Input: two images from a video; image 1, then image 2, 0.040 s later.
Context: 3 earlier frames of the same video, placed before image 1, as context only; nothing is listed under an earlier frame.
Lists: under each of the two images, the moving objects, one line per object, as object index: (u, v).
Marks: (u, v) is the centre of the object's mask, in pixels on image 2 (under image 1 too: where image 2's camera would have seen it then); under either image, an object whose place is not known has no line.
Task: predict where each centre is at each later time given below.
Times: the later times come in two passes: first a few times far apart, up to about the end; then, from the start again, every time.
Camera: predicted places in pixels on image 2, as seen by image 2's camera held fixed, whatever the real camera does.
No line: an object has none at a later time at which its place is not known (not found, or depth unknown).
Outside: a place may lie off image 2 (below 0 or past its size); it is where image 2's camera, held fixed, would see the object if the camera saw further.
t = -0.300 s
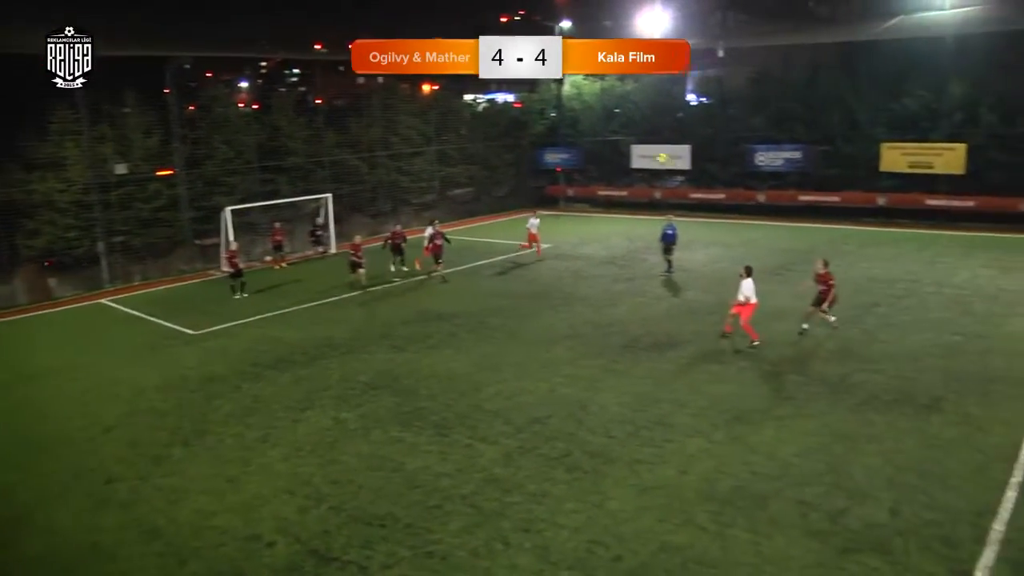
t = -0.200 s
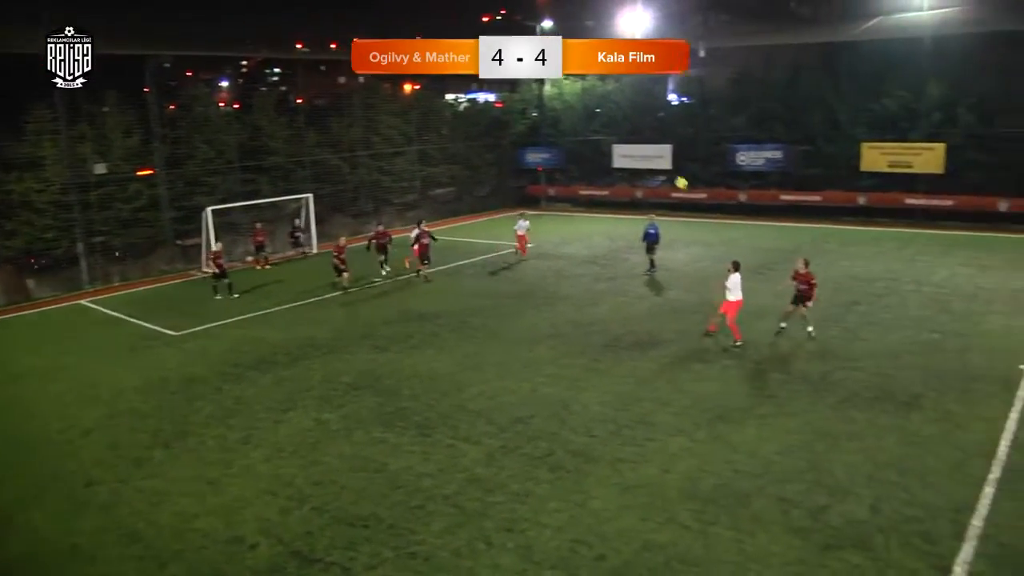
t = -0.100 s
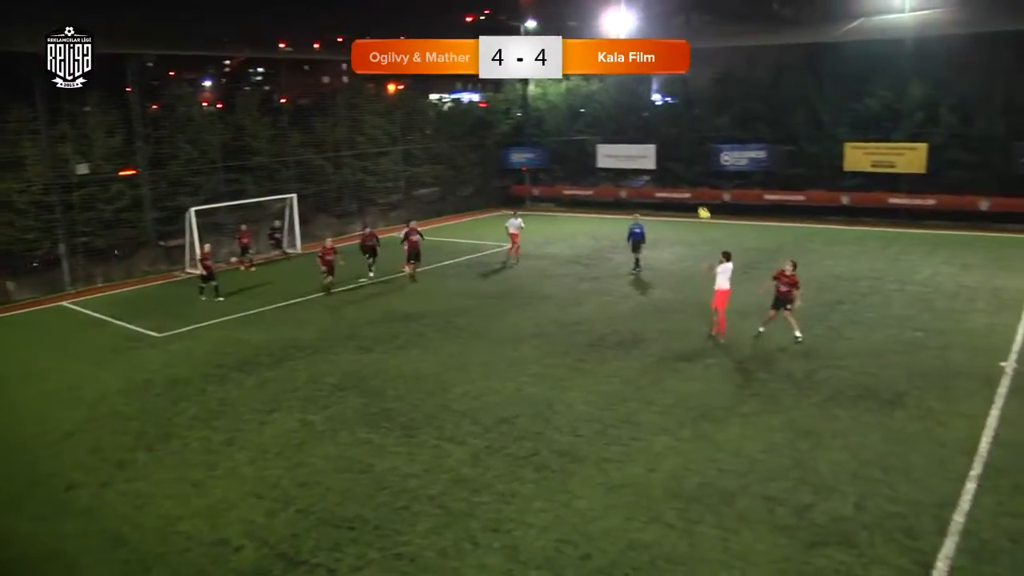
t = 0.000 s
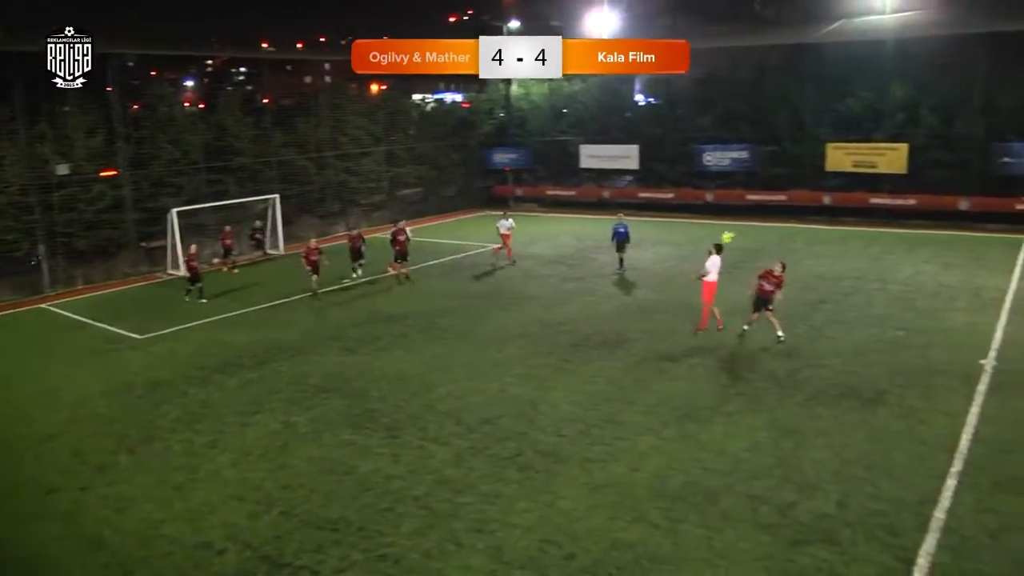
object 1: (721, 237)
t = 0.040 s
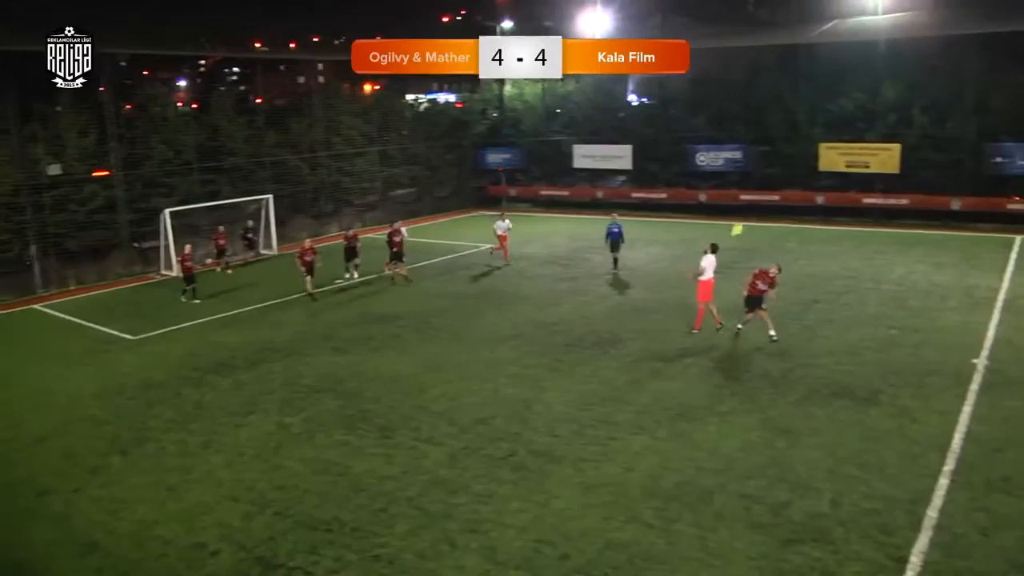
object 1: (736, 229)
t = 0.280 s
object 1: (834, 205)
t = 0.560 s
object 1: (938, 213)
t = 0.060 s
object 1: (745, 226)
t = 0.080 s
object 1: (754, 223)
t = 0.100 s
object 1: (762, 219)
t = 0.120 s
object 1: (769, 218)
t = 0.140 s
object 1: (777, 216)
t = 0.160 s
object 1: (785, 214)
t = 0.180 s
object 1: (794, 211)
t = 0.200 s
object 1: (802, 210)
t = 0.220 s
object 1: (810, 208)
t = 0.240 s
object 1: (818, 207)
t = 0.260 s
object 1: (826, 206)
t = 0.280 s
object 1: (834, 205)
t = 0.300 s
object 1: (842, 204)
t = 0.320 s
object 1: (850, 204)
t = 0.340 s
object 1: (858, 203)
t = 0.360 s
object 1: (865, 203)
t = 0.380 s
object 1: (872, 203)
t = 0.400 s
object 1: (880, 204)
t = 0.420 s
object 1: (887, 204)
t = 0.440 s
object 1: (895, 205)
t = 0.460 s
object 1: (902, 206)
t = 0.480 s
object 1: (909, 207)
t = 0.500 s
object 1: (916, 208)
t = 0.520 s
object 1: (924, 210)
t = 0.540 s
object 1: (930, 212)
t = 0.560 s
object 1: (938, 213)
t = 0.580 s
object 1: (945, 215)
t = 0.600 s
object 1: (951, 218)
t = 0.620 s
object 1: (958, 220)
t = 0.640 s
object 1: (966, 223)
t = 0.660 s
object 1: (973, 226)
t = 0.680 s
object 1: (979, 228)
